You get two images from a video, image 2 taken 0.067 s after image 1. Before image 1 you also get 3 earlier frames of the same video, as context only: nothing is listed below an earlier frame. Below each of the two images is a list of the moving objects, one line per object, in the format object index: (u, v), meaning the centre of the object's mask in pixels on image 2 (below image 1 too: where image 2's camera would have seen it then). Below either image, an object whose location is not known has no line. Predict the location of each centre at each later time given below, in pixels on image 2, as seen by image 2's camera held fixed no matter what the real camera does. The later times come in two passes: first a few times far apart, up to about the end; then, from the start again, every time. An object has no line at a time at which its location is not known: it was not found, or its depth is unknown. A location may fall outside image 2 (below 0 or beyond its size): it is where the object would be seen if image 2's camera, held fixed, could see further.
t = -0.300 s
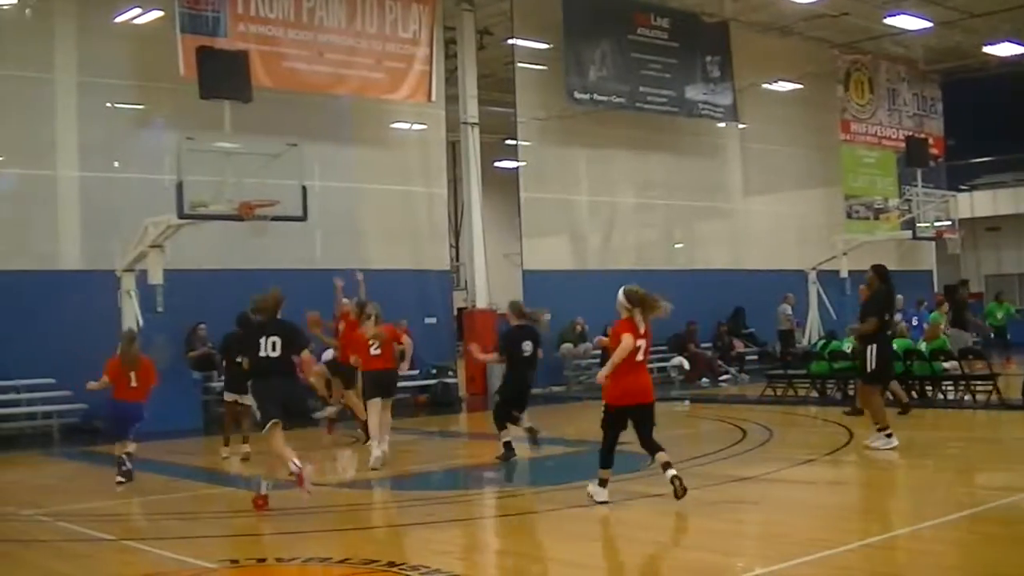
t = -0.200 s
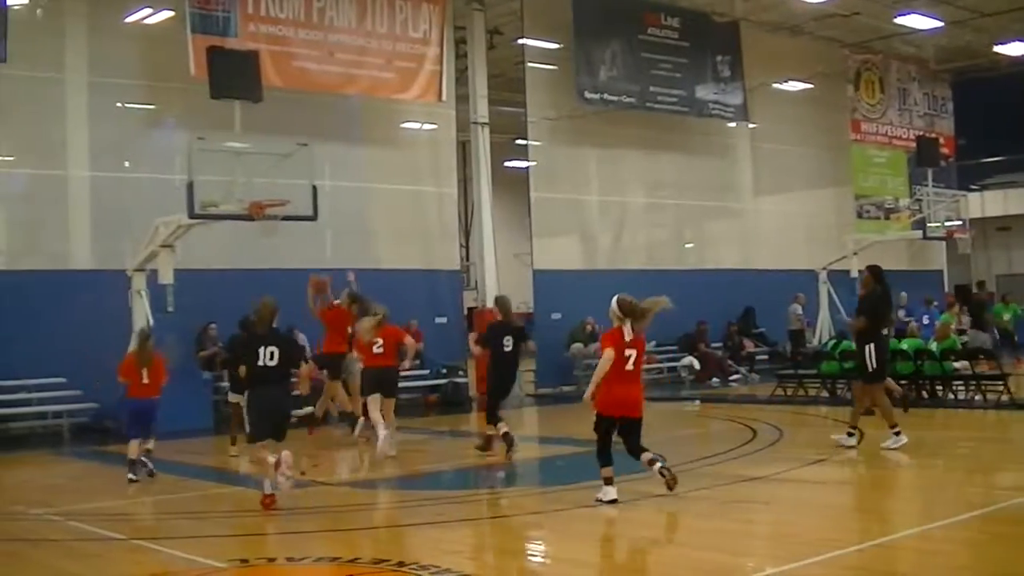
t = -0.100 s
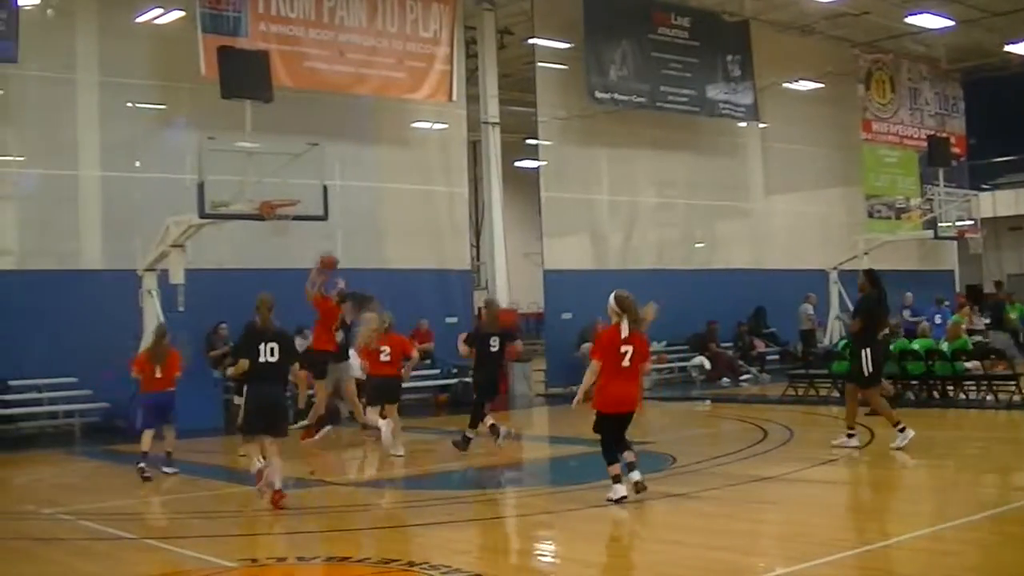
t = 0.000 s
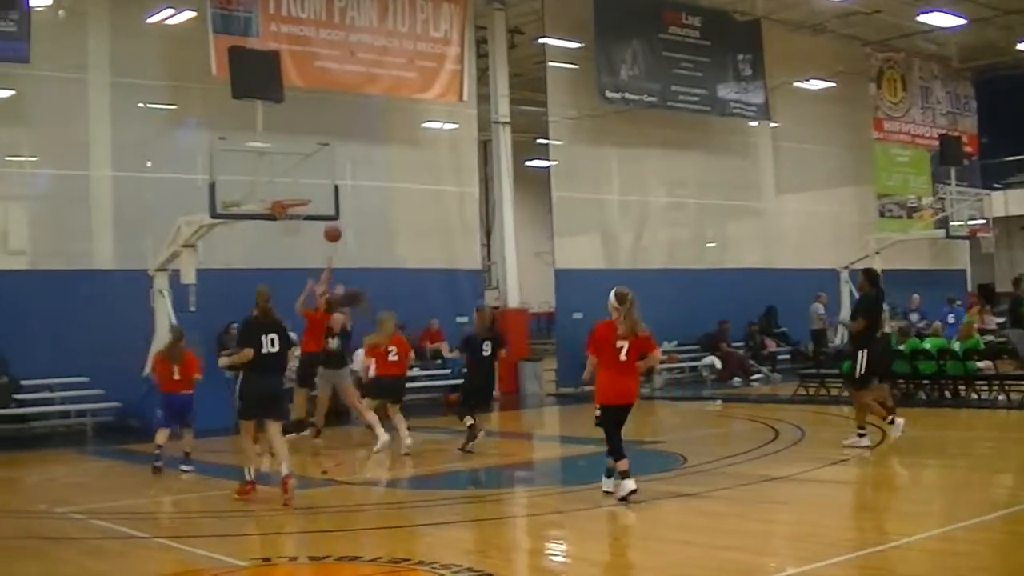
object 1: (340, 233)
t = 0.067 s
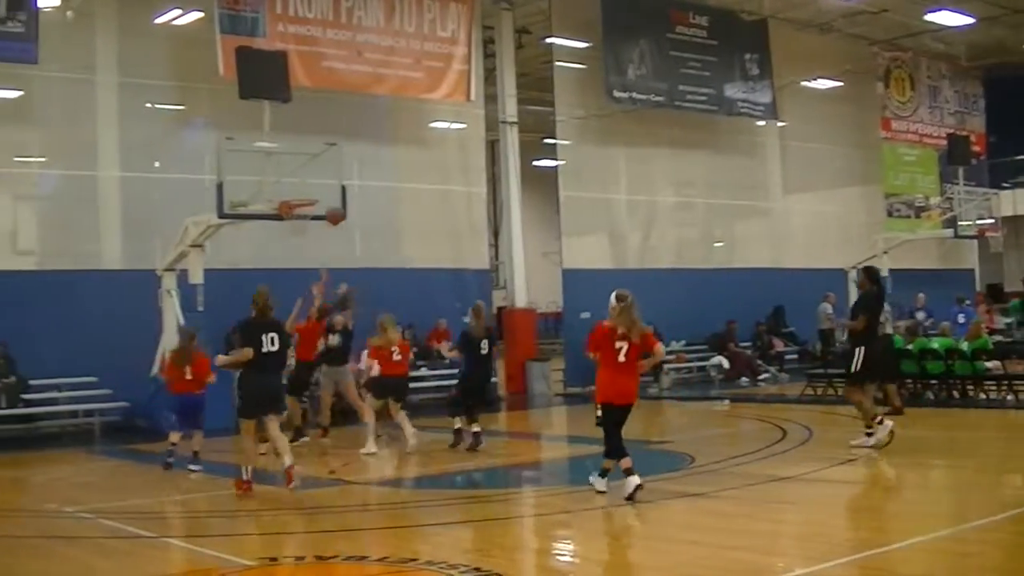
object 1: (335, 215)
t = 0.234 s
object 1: (319, 189)
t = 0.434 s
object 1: (303, 186)
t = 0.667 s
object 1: (285, 208)
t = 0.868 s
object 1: (301, 261)
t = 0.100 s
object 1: (331, 210)
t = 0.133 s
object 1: (328, 202)
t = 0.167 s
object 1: (325, 197)
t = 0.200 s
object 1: (322, 193)
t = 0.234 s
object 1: (319, 189)
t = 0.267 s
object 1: (316, 187)
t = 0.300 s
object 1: (313, 184)
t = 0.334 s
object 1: (311, 184)
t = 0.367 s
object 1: (308, 183)
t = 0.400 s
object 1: (305, 184)
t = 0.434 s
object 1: (303, 186)
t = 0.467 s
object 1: (300, 188)
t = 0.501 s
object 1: (298, 191)
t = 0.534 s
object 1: (296, 195)
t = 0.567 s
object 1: (294, 198)
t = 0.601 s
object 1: (294, 201)
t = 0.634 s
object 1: (286, 208)
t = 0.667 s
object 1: (285, 208)
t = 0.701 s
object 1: (295, 225)
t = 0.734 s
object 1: (296, 229)
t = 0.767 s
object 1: (297, 236)
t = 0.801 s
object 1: (298, 244)
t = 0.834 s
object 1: (300, 252)
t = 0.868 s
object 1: (301, 261)
